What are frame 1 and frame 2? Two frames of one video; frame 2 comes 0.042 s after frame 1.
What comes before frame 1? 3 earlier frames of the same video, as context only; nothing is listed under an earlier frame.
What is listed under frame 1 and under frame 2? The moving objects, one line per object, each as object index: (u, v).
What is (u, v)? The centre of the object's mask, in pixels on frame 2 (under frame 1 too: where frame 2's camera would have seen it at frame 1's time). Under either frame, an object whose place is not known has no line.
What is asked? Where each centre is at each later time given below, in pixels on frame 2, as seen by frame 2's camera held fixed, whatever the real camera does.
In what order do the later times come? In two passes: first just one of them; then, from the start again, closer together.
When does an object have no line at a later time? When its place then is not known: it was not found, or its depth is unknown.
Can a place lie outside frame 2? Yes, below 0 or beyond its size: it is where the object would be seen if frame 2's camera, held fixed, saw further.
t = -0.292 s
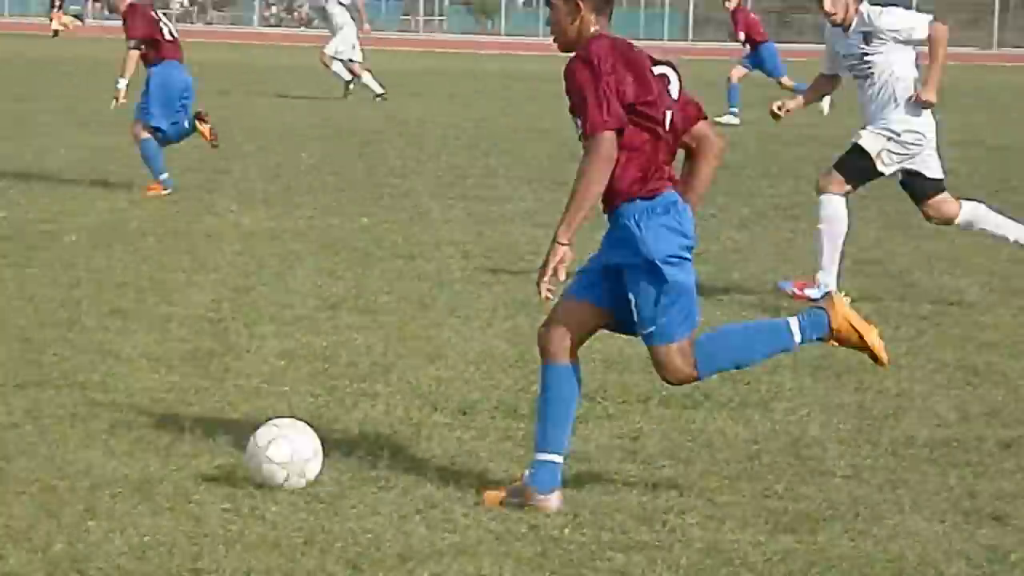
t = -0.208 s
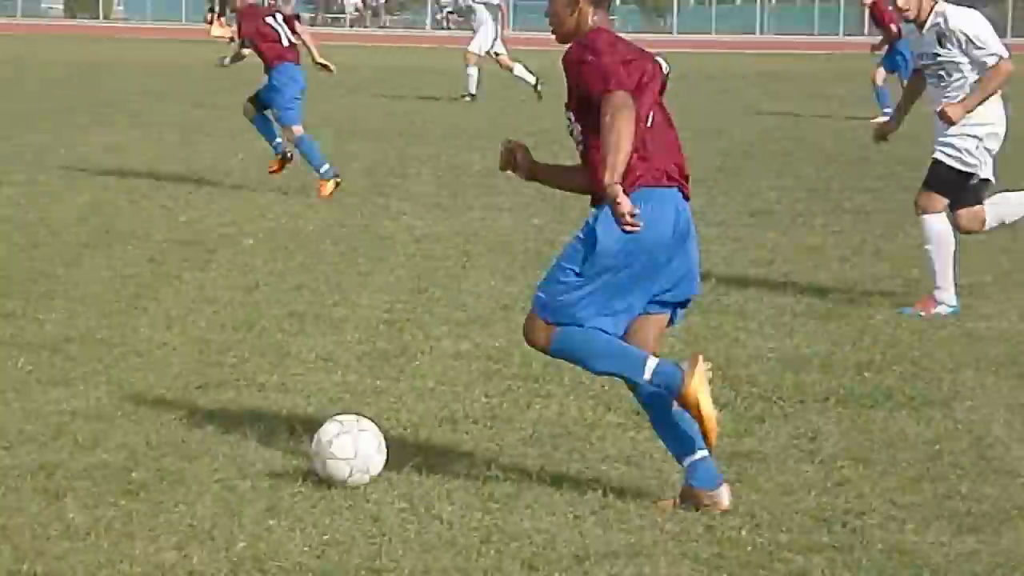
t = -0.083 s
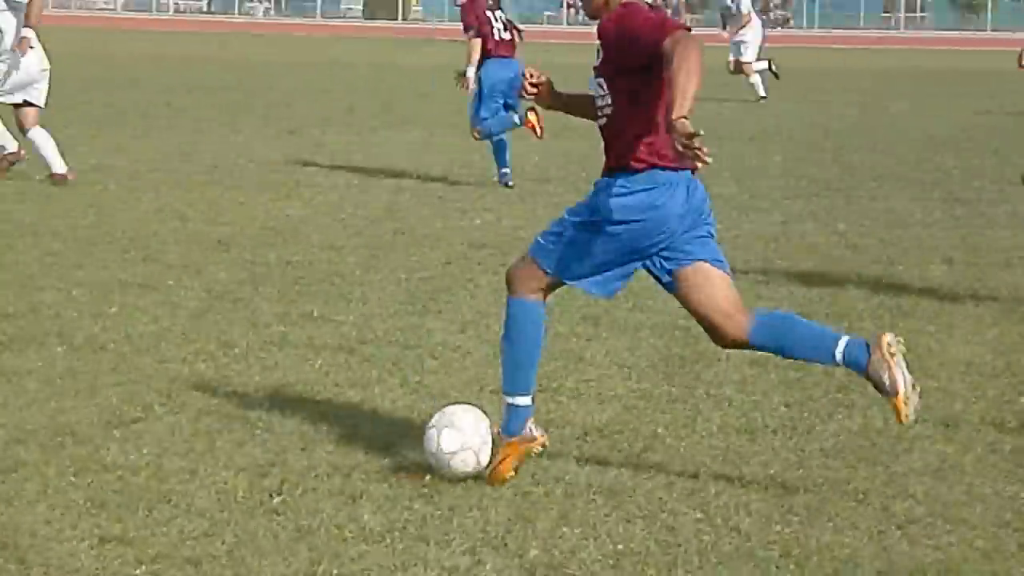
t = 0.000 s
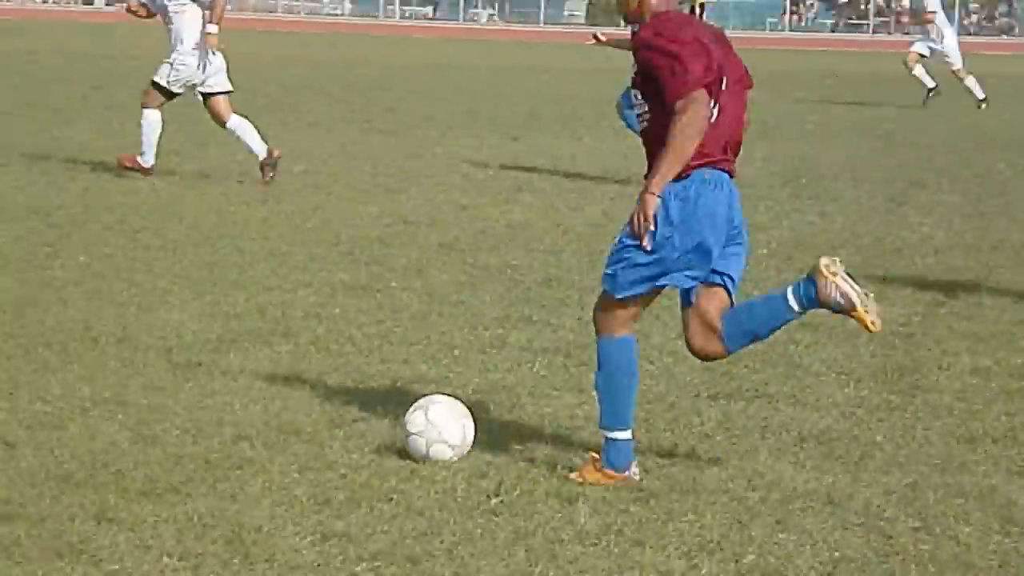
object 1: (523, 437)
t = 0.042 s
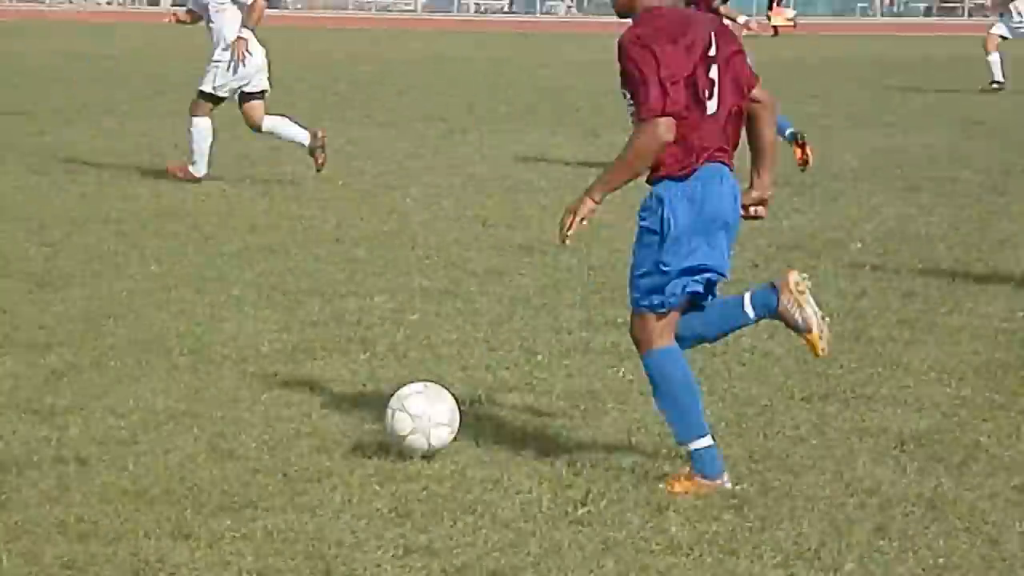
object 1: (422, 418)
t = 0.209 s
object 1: (46, 393)
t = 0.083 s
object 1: (326, 401)
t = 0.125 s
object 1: (232, 392)
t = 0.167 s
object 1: (138, 391)
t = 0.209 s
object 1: (46, 393)
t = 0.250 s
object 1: (-42, 395)
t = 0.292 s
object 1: (-116, 376)
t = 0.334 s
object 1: (-188, 359)
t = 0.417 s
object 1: (-335, 344)
